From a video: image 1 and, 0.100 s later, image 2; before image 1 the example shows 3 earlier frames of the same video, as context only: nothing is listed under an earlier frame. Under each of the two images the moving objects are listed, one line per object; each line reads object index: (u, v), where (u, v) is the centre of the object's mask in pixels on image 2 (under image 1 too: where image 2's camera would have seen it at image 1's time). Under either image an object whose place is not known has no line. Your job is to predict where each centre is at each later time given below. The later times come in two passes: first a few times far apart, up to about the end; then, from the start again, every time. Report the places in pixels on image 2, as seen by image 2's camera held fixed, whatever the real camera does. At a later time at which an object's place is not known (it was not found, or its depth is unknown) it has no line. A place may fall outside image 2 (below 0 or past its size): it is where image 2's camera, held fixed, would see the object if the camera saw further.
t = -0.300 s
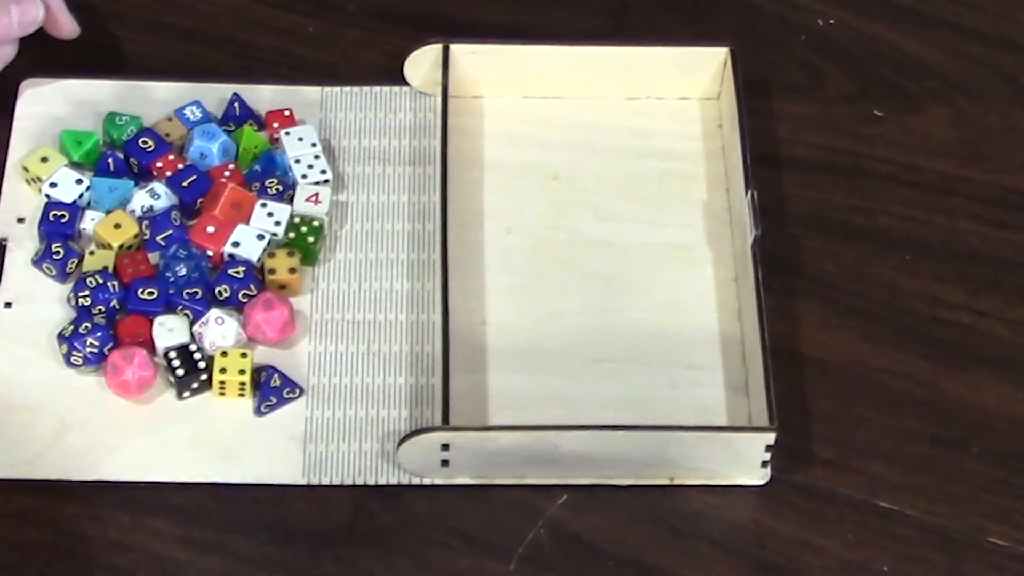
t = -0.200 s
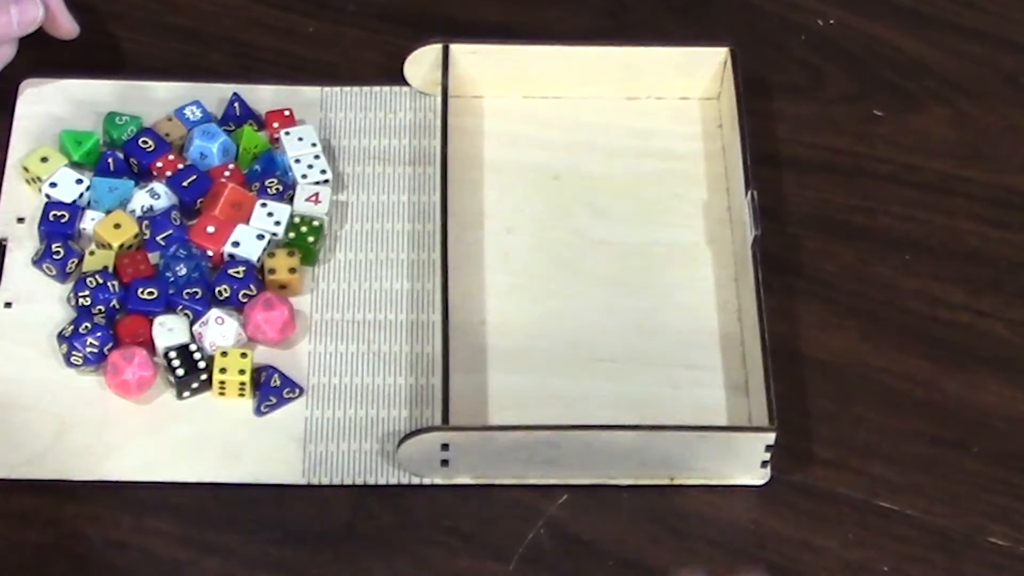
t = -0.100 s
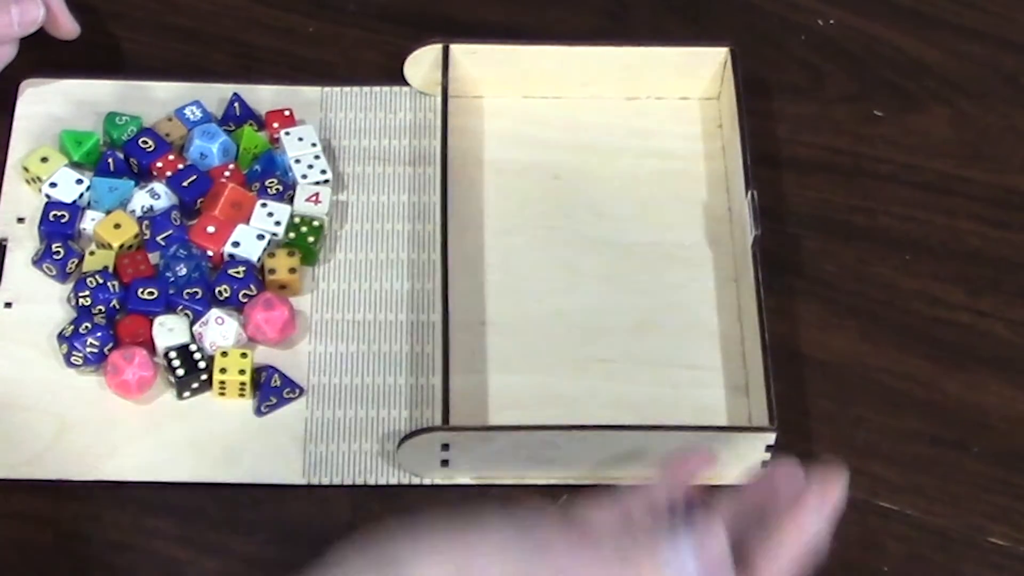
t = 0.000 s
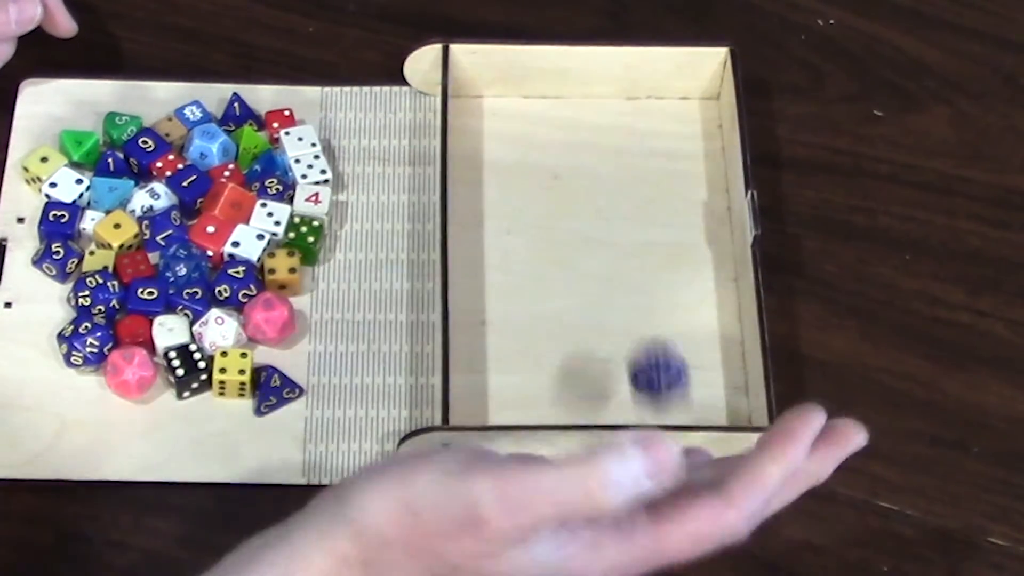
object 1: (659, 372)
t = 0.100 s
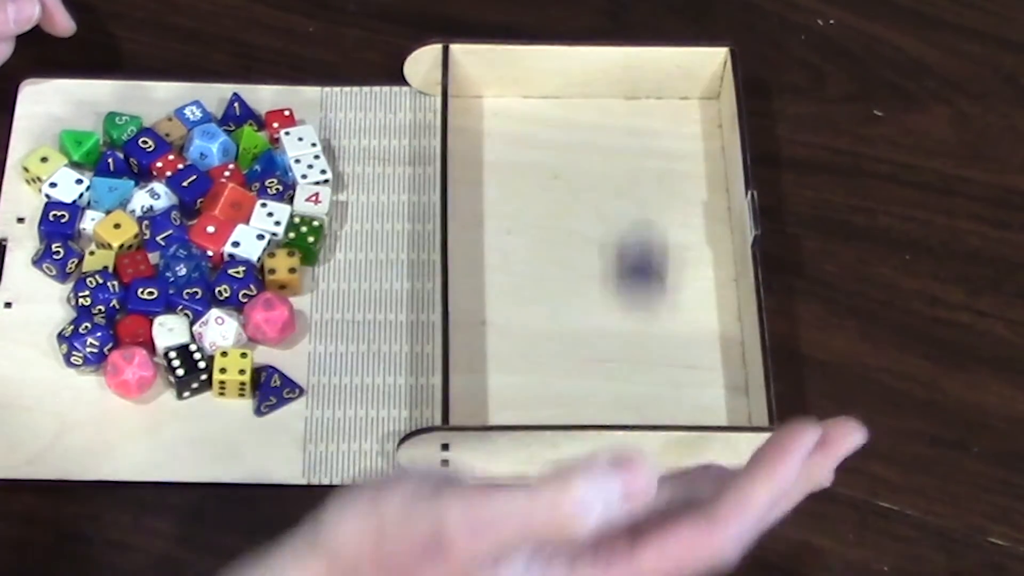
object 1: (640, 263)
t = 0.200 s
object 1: (637, 109)
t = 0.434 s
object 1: (585, 158)
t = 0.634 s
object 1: (590, 178)
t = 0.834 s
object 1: (590, 178)
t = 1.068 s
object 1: (590, 178)
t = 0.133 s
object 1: (642, 206)
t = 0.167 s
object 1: (640, 160)
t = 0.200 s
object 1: (637, 109)
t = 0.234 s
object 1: (631, 97)
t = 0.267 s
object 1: (623, 116)
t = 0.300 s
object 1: (616, 131)
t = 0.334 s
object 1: (607, 141)
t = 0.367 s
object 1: (597, 146)
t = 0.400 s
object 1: (591, 151)
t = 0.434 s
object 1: (585, 158)
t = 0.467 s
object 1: (583, 166)
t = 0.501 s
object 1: (584, 171)
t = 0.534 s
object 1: (584, 174)
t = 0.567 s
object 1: (586, 176)
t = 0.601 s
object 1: (588, 178)
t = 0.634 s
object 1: (590, 178)
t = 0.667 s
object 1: (590, 177)
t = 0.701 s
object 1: (589, 177)
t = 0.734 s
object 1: (590, 178)
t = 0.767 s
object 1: (590, 178)
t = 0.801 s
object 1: (590, 178)
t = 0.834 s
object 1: (590, 178)
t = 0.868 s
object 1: (590, 178)
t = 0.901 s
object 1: (590, 178)
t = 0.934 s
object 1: (590, 178)
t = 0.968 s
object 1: (590, 178)
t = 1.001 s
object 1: (590, 178)
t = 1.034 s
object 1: (590, 178)
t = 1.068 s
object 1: (590, 178)
